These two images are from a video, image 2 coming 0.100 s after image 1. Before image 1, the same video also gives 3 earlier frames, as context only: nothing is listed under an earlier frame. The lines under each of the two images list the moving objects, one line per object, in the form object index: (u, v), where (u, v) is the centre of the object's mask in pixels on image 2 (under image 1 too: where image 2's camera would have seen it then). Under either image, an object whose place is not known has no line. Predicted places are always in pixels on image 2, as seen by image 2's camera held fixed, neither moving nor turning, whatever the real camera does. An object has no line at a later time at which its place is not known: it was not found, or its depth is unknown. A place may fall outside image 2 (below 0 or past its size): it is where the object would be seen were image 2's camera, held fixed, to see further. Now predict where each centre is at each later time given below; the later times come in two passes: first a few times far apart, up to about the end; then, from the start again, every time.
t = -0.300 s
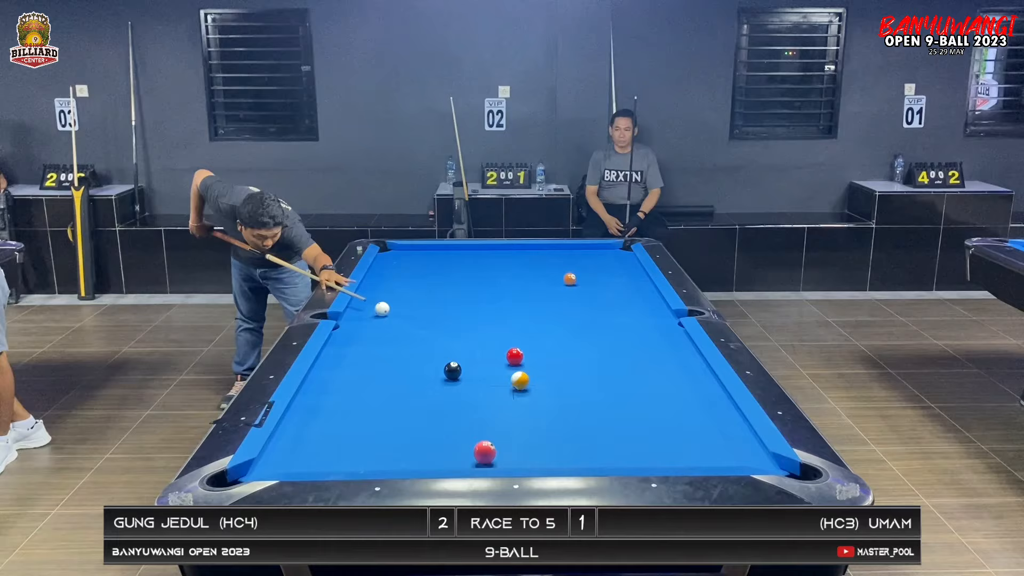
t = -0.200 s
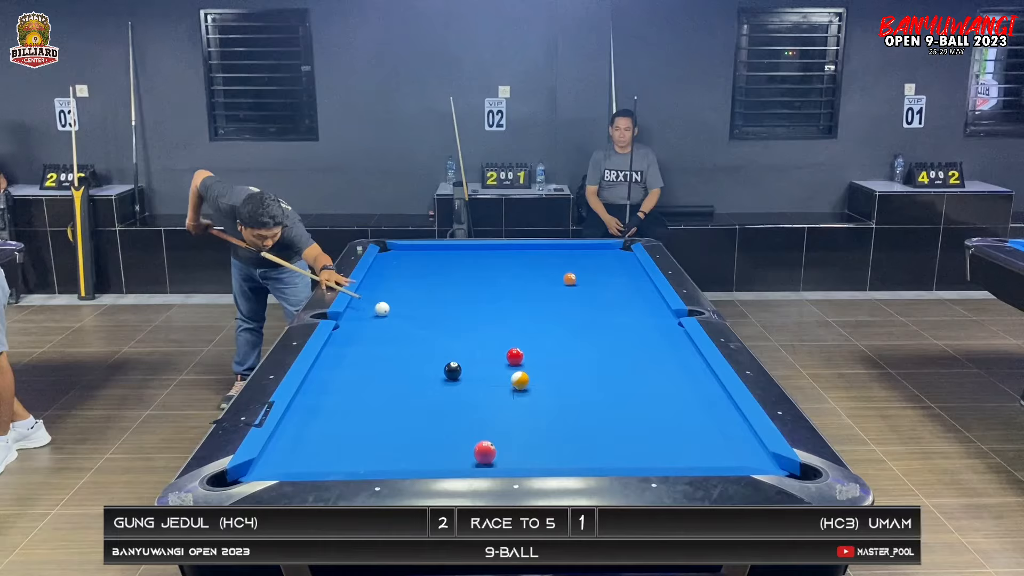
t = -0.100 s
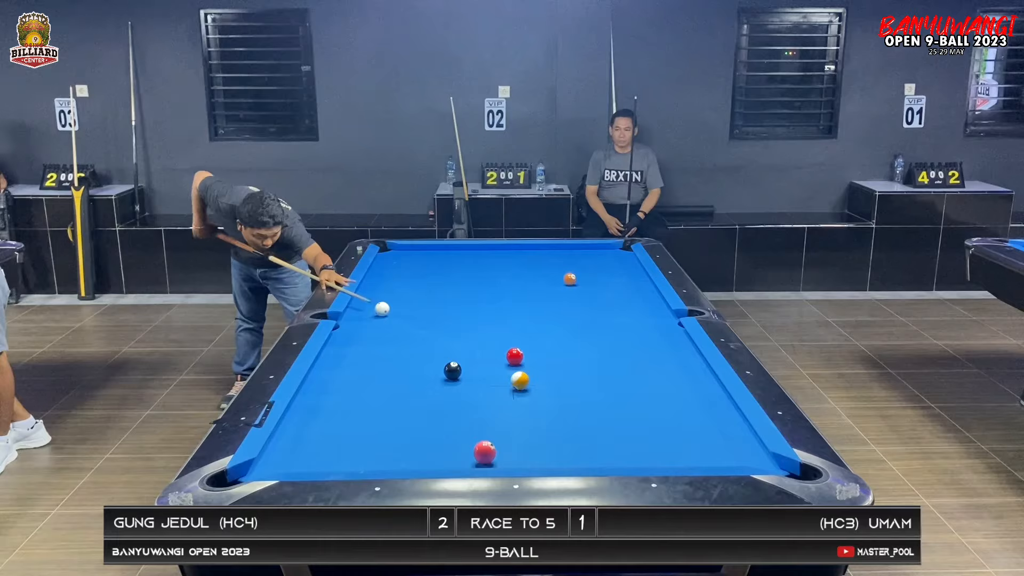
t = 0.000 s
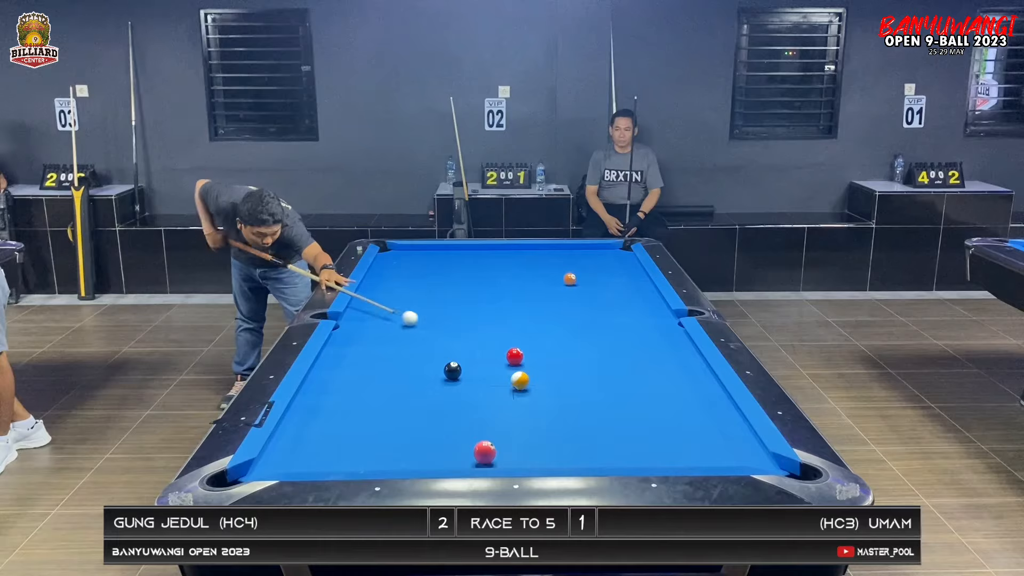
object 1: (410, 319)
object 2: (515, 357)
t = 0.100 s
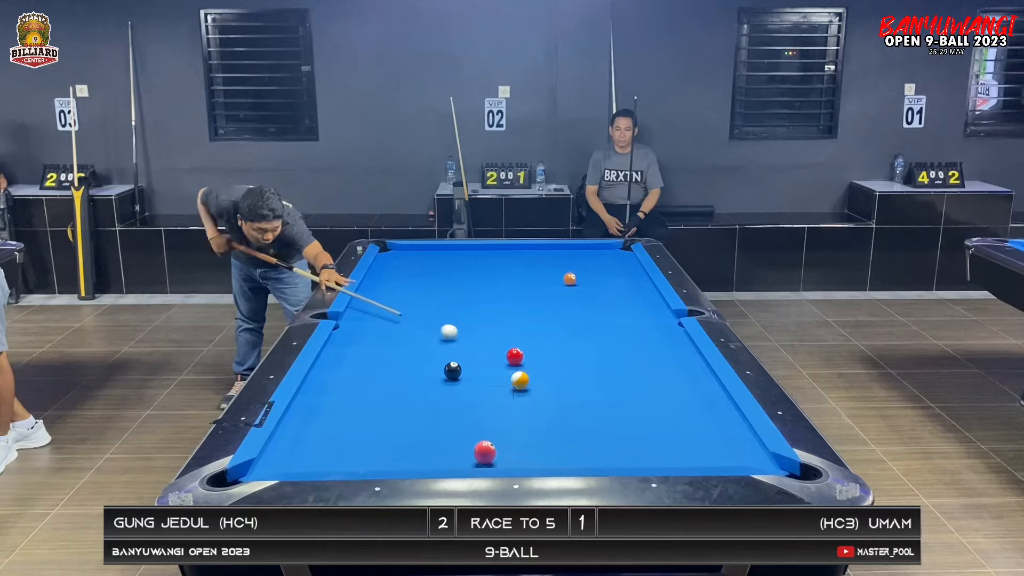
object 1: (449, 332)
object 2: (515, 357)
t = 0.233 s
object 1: (503, 351)
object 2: (516, 357)
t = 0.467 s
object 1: (529, 356)
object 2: (607, 395)
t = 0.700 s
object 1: (563, 365)
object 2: (697, 432)
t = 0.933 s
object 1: (599, 373)
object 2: (805, 476)
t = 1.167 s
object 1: (635, 382)
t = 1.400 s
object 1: (672, 391)
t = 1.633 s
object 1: (709, 400)
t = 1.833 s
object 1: (720, 406)
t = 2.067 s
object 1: (707, 410)
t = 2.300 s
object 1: (695, 415)
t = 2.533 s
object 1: (683, 419)
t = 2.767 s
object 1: (673, 423)
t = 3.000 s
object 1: (663, 426)
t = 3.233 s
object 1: (654, 430)
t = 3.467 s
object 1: (646, 433)
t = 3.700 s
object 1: (639, 435)
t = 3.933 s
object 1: (633, 438)
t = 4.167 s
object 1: (627, 439)
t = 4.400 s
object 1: (623, 441)
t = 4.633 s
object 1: (619, 442)
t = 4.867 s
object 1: (616, 443)
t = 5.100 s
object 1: (614, 443)
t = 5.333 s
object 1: (613, 443)
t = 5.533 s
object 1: (613, 443)
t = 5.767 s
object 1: (613, 442)
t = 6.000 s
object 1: (613, 443)
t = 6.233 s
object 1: (613, 443)
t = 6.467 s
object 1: (613, 443)
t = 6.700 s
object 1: (613, 443)
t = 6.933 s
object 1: (613, 443)
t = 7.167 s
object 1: (613, 443)
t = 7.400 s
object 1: (613, 443)
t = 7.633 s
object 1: (613, 443)
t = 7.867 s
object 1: (613, 443)
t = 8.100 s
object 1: (613, 443)
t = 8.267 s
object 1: (613, 443)
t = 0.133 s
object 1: (462, 337)
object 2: (515, 357)
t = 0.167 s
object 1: (476, 342)
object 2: (515, 357)
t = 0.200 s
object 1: (491, 347)
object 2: (515, 357)
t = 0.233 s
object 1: (503, 351)
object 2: (516, 357)
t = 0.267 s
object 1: (506, 352)
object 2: (530, 362)
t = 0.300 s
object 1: (508, 352)
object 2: (543, 368)
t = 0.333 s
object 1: (511, 352)
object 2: (556, 373)
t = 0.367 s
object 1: (515, 353)
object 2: (569, 379)
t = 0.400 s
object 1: (519, 354)
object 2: (582, 384)
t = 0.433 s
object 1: (524, 355)
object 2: (595, 389)
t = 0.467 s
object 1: (529, 356)
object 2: (607, 395)
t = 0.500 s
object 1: (533, 357)
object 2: (619, 399)
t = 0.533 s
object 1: (538, 359)
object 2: (631, 405)
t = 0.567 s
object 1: (543, 360)
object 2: (643, 410)
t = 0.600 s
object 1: (548, 361)
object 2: (656, 415)
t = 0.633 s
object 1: (554, 362)
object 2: (669, 420)
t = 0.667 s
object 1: (558, 363)
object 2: (683, 426)
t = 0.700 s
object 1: (563, 365)
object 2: (697, 432)
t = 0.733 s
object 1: (568, 366)
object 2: (711, 437)
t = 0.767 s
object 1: (573, 367)
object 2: (726, 444)
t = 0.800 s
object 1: (578, 368)
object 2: (741, 450)
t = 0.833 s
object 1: (583, 369)
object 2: (757, 455)
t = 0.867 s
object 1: (588, 371)
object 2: (773, 461)
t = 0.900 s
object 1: (594, 372)
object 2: (790, 468)
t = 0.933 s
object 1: (599, 373)
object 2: (805, 476)
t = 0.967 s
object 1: (604, 374)
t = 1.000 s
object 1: (609, 376)
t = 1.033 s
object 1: (614, 377)
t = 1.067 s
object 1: (619, 378)
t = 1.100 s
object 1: (625, 380)
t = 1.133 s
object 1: (630, 381)
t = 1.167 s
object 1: (635, 382)
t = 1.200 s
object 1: (640, 383)
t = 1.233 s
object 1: (645, 384)
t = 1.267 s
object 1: (650, 386)
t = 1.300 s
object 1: (656, 387)
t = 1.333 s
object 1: (661, 388)
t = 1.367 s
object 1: (667, 390)
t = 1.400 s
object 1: (672, 391)
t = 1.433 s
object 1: (677, 392)
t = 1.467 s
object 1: (683, 393)
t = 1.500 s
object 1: (687, 395)
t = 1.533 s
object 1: (693, 396)
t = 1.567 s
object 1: (698, 397)
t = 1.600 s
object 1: (704, 398)
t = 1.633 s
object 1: (709, 400)
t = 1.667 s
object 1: (714, 401)
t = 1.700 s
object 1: (720, 402)
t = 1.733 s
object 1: (725, 404)
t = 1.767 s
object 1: (724, 404)
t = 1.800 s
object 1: (722, 405)
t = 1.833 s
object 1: (720, 406)
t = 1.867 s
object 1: (718, 406)
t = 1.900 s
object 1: (716, 407)
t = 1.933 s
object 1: (715, 408)
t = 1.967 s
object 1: (713, 408)
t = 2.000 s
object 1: (711, 409)
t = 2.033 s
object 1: (709, 409)
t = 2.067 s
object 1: (707, 410)
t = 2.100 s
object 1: (706, 411)
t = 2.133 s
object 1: (704, 412)
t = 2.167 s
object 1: (702, 412)
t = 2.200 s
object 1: (701, 413)
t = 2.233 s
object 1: (699, 414)
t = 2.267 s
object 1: (697, 414)
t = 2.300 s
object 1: (695, 415)
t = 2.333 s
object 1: (694, 416)
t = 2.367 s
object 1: (692, 416)
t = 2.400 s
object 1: (690, 417)
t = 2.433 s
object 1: (688, 417)
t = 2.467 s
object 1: (687, 418)
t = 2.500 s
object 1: (685, 418)
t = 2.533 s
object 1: (683, 419)
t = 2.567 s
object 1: (682, 420)
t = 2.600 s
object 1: (681, 420)
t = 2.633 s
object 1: (679, 421)
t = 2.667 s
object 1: (677, 421)
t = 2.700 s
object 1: (676, 422)
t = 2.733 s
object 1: (674, 422)
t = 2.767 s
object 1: (673, 423)
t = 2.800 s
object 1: (671, 423)
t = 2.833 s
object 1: (670, 424)
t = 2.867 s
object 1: (669, 425)
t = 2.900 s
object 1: (667, 425)
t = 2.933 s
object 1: (666, 425)
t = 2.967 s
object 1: (664, 426)
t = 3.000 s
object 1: (663, 426)
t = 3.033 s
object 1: (661, 427)
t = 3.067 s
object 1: (660, 427)
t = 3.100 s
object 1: (659, 428)
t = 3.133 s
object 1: (657, 428)
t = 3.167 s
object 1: (656, 429)
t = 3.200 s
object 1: (655, 429)
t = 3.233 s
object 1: (654, 430)
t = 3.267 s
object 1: (653, 430)
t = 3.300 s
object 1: (651, 430)
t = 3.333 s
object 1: (650, 431)
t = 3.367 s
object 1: (649, 431)
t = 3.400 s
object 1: (648, 432)
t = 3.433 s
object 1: (647, 432)
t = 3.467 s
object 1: (646, 433)
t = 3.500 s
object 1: (645, 433)
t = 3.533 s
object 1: (644, 434)
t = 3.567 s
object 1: (643, 434)
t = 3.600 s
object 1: (642, 434)
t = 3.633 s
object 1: (641, 435)
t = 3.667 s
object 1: (640, 435)
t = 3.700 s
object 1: (639, 435)
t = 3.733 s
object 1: (638, 436)
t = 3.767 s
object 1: (637, 436)
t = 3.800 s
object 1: (636, 436)
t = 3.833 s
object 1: (635, 437)
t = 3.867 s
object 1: (634, 437)
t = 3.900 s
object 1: (634, 437)
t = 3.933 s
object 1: (633, 438)
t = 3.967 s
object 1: (632, 438)
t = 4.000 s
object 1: (631, 438)
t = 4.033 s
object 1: (630, 439)
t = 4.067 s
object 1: (629, 439)
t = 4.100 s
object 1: (629, 439)
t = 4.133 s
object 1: (628, 439)
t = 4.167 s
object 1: (627, 439)
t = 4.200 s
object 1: (627, 440)
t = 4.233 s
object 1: (626, 440)
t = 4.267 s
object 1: (625, 440)
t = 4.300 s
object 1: (625, 440)
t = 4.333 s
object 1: (624, 441)
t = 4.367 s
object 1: (624, 441)
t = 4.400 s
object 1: (623, 441)
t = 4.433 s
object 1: (622, 441)
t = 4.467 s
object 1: (622, 441)
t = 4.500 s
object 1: (621, 441)
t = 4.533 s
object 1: (621, 442)
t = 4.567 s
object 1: (620, 442)
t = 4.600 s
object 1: (620, 442)
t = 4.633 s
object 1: (619, 442)
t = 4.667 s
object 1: (619, 442)
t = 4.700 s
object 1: (618, 442)
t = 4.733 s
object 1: (618, 442)
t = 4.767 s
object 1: (617, 443)
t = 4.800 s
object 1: (617, 443)
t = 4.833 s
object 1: (616, 443)
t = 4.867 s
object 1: (616, 443)
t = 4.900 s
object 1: (616, 443)
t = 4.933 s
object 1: (615, 443)
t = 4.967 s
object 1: (615, 443)
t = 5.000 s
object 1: (615, 443)
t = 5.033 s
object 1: (614, 443)
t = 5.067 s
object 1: (614, 443)
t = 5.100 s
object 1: (614, 443)
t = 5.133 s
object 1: (614, 443)
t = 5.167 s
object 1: (613, 443)
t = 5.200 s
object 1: (613, 443)
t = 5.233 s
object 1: (613, 443)
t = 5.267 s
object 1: (613, 443)
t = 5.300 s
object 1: (613, 443)
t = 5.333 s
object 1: (613, 443)
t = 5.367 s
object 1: (613, 443)
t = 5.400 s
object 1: (613, 443)
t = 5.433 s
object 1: (613, 443)
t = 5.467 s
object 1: (613, 443)
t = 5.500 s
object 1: (613, 443)
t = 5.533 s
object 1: (613, 443)
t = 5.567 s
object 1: (613, 443)
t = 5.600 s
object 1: (613, 443)
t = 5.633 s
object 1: (613, 443)
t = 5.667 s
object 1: (613, 443)
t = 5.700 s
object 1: (613, 442)
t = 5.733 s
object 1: (613, 442)
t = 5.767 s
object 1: (613, 442)
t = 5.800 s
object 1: (613, 442)
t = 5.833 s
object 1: (613, 443)
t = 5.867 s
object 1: (613, 442)
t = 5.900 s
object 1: (613, 442)
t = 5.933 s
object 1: (613, 443)
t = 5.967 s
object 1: (613, 442)
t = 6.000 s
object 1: (613, 443)
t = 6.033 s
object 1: (613, 442)
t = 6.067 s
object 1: (613, 442)
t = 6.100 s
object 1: (613, 443)
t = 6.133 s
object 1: (613, 443)
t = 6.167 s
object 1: (613, 443)
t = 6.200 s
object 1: (613, 443)
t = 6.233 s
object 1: (613, 443)
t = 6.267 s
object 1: (613, 443)
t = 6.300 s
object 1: (613, 443)
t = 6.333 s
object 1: (613, 443)
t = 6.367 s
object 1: (613, 443)
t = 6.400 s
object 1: (613, 443)
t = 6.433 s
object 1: (613, 443)
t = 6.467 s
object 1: (613, 443)
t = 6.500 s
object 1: (613, 443)
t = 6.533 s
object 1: (613, 443)
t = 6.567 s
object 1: (613, 443)
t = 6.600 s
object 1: (613, 443)
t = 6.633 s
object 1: (613, 443)
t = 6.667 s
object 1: (613, 443)
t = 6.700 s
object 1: (613, 443)
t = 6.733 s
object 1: (613, 443)
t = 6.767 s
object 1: (613, 443)
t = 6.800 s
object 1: (613, 443)
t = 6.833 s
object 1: (613, 443)
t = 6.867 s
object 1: (613, 443)
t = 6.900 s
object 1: (613, 443)
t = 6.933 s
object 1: (613, 443)
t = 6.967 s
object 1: (613, 443)
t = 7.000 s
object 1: (613, 443)
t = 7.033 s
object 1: (613, 443)
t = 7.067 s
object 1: (613, 443)
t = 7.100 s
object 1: (613, 443)
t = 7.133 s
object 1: (613, 443)
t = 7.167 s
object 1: (613, 443)
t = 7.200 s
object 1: (613, 443)
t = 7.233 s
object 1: (613, 443)
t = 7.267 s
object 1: (613, 443)
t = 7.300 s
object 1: (613, 443)
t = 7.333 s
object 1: (613, 443)
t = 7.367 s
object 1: (613, 443)
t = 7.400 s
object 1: (613, 443)
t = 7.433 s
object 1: (613, 443)
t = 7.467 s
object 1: (613, 443)
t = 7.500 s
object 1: (613, 443)
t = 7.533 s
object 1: (613, 443)
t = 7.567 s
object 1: (613, 443)
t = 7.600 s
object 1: (613, 443)
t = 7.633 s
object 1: (613, 443)
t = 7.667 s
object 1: (613, 443)
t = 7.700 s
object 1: (613, 443)
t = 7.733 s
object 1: (613, 443)
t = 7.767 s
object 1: (613, 443)
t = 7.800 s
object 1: (613, 443)
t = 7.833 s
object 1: (613, 443)
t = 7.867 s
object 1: (613, 443)
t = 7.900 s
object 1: (613, 443)
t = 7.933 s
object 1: (613, 443)
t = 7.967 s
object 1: (613, 443)
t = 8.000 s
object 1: (613, 443)
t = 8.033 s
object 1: (613, 443)
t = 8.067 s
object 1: (613, 443)
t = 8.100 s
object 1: (613, 443)
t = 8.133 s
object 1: (613, 443)
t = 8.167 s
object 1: (613, 443)
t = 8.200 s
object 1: (613, 443)
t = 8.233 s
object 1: (613, 443)
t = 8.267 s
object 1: (613, 443)
